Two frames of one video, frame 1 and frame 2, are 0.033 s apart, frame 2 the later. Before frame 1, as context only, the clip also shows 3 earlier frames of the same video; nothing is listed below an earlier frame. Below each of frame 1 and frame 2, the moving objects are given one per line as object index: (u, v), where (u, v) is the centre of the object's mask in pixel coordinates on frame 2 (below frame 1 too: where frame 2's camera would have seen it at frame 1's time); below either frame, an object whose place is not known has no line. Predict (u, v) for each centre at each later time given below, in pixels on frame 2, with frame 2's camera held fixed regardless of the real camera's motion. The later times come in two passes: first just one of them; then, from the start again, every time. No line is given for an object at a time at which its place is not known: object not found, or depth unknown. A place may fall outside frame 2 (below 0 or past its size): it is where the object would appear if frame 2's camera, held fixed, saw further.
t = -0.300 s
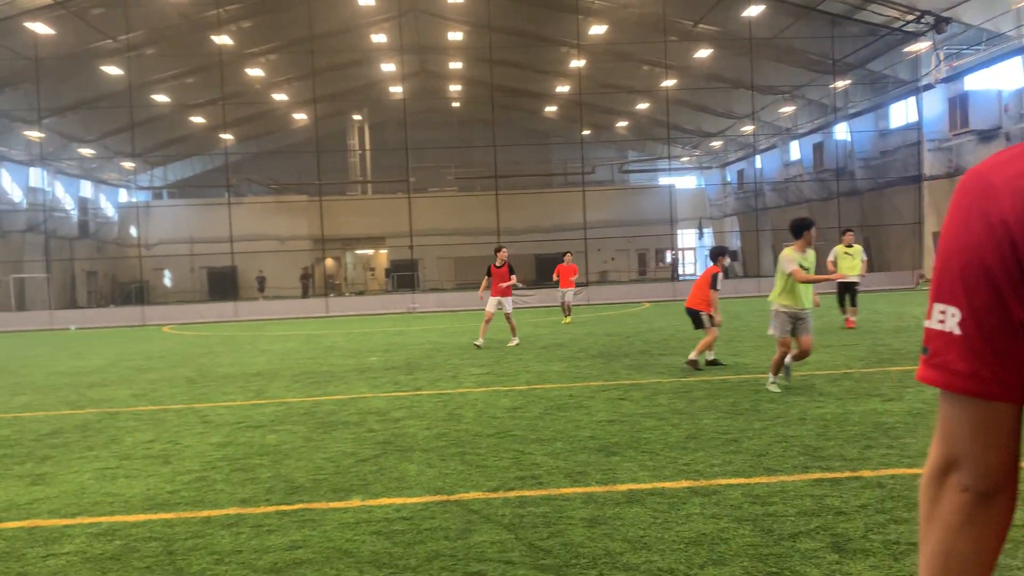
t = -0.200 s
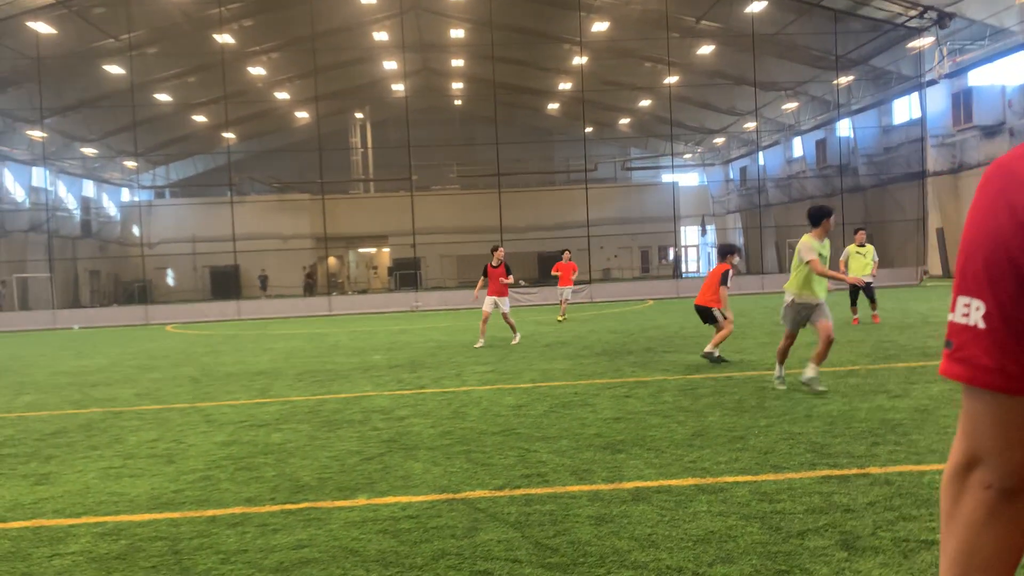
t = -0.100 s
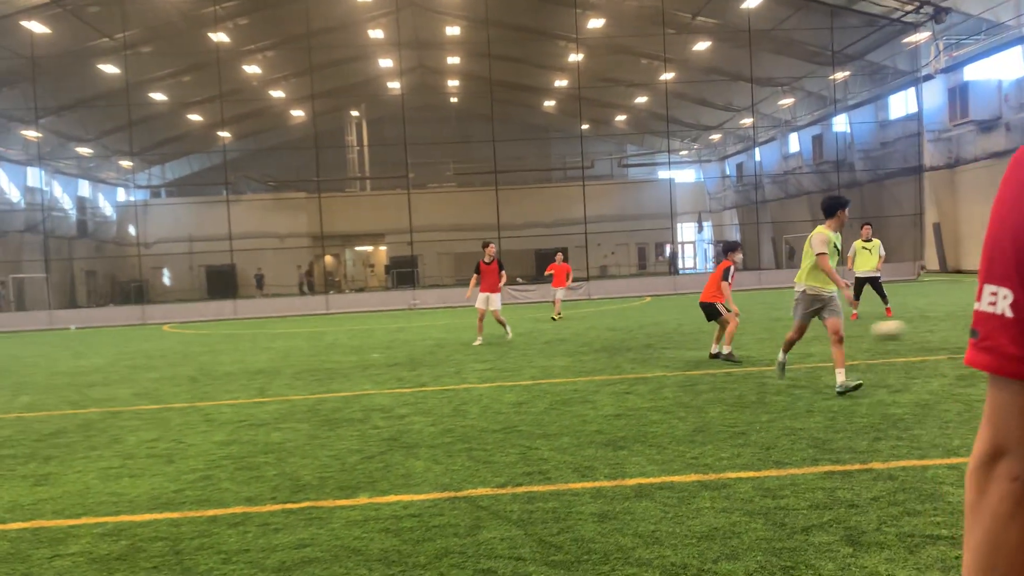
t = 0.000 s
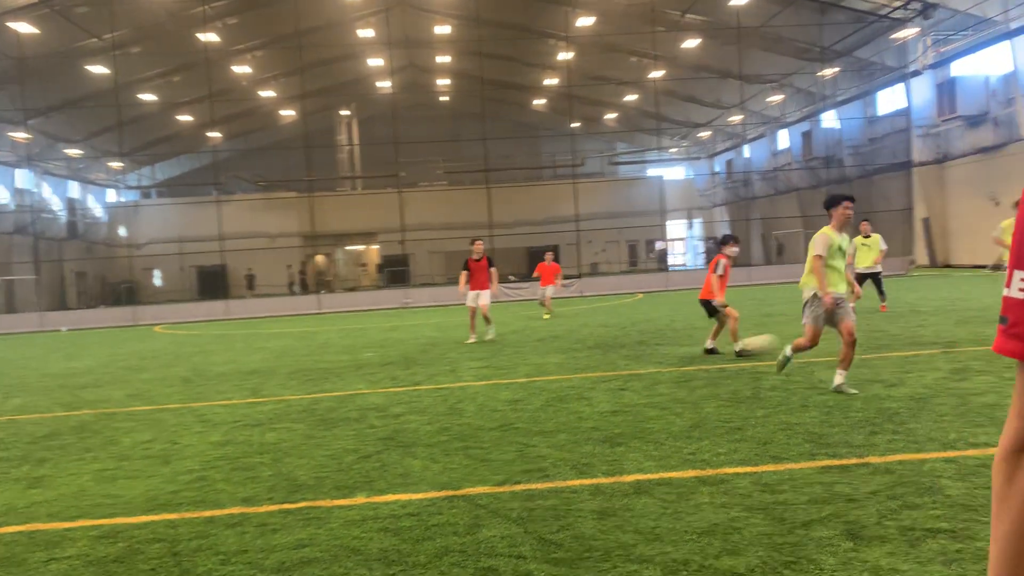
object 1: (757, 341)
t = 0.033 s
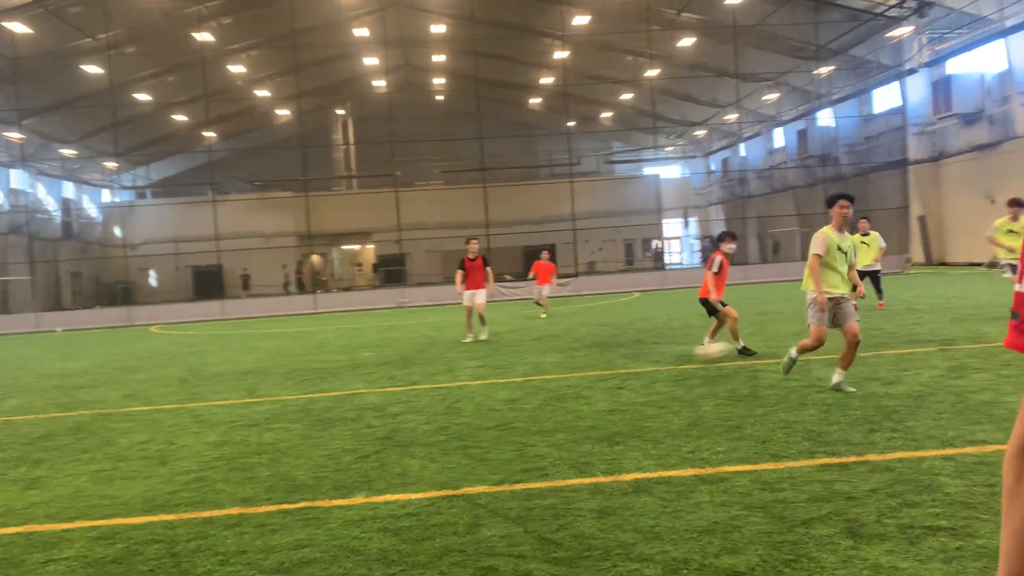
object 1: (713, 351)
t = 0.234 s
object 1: (490, 369)
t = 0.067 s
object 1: (671, 361)
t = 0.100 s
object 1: (630, 373)
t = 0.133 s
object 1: (596, 369)
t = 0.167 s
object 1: (561, 369)
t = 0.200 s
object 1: (527, 368)
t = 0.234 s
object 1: (490, 369)
